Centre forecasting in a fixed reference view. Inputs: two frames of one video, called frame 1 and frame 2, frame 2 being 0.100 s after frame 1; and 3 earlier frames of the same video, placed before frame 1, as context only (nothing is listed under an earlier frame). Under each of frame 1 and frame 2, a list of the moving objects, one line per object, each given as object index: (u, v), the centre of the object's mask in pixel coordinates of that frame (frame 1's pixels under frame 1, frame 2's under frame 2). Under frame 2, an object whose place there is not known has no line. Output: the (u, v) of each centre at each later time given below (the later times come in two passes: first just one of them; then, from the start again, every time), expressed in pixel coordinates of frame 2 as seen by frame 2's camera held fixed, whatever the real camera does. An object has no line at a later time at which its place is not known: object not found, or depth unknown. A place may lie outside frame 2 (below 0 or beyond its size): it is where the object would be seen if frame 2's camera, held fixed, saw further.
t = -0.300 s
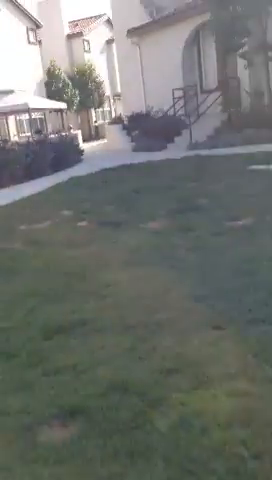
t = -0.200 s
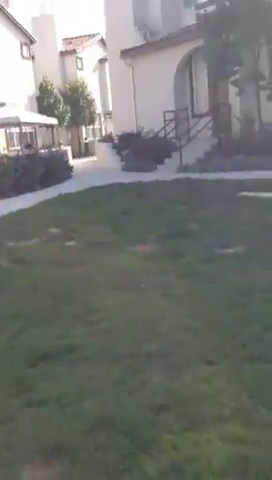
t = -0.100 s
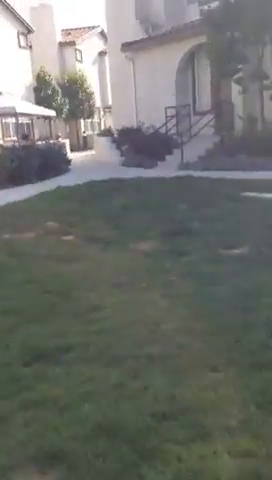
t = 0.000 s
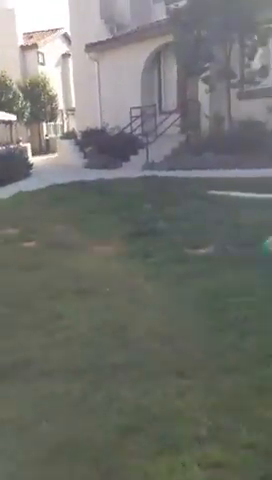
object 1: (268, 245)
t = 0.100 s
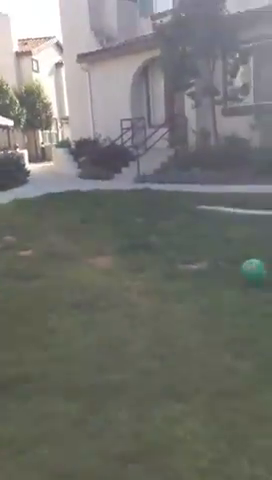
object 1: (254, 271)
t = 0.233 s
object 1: (238, 257)
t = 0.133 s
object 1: (249, 264)
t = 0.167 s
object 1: (244, 261)
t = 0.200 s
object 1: (242, 258)
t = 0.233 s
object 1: (238, 257)
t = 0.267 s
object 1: (235, 257)
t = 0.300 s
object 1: (233, 258)
